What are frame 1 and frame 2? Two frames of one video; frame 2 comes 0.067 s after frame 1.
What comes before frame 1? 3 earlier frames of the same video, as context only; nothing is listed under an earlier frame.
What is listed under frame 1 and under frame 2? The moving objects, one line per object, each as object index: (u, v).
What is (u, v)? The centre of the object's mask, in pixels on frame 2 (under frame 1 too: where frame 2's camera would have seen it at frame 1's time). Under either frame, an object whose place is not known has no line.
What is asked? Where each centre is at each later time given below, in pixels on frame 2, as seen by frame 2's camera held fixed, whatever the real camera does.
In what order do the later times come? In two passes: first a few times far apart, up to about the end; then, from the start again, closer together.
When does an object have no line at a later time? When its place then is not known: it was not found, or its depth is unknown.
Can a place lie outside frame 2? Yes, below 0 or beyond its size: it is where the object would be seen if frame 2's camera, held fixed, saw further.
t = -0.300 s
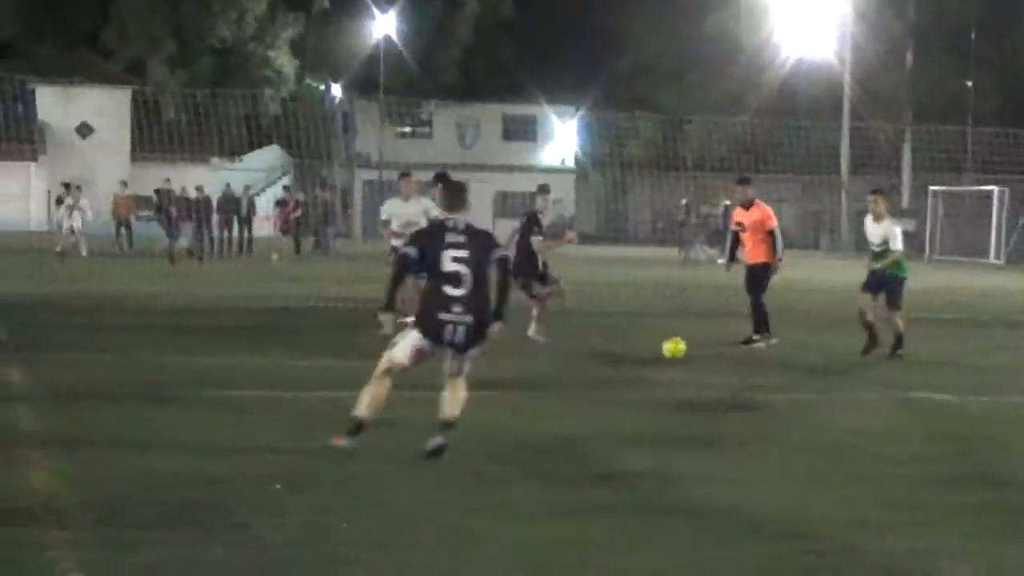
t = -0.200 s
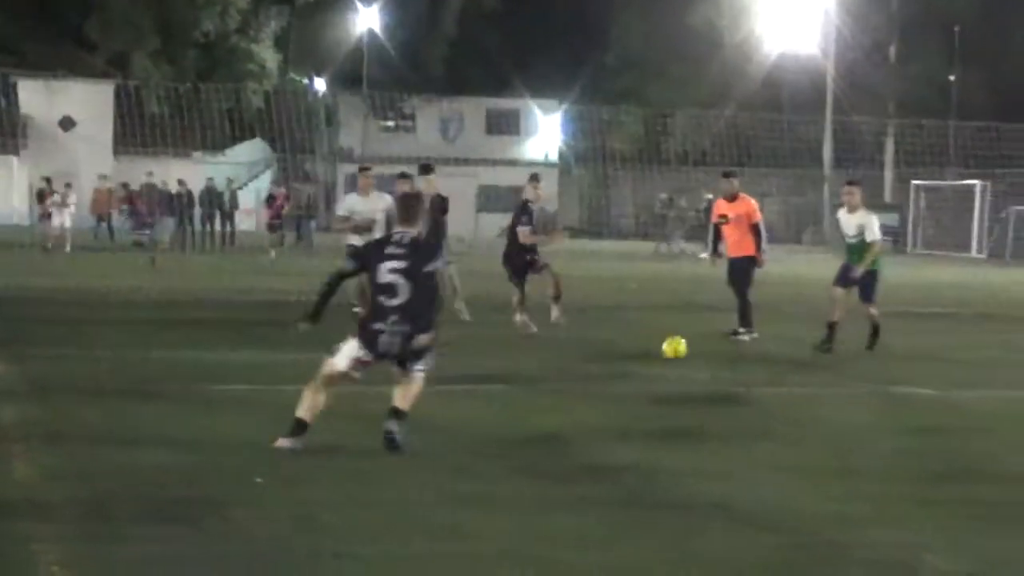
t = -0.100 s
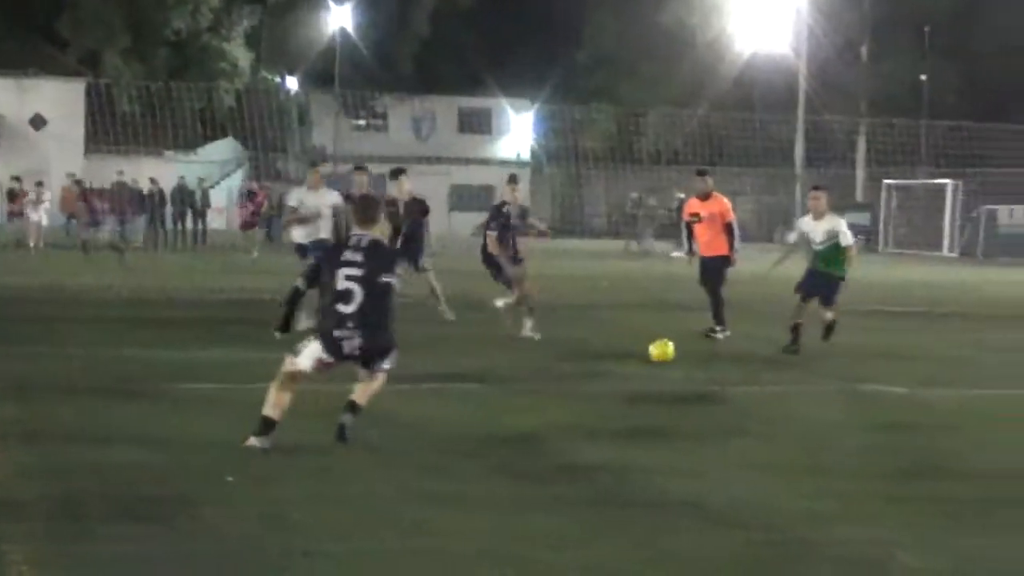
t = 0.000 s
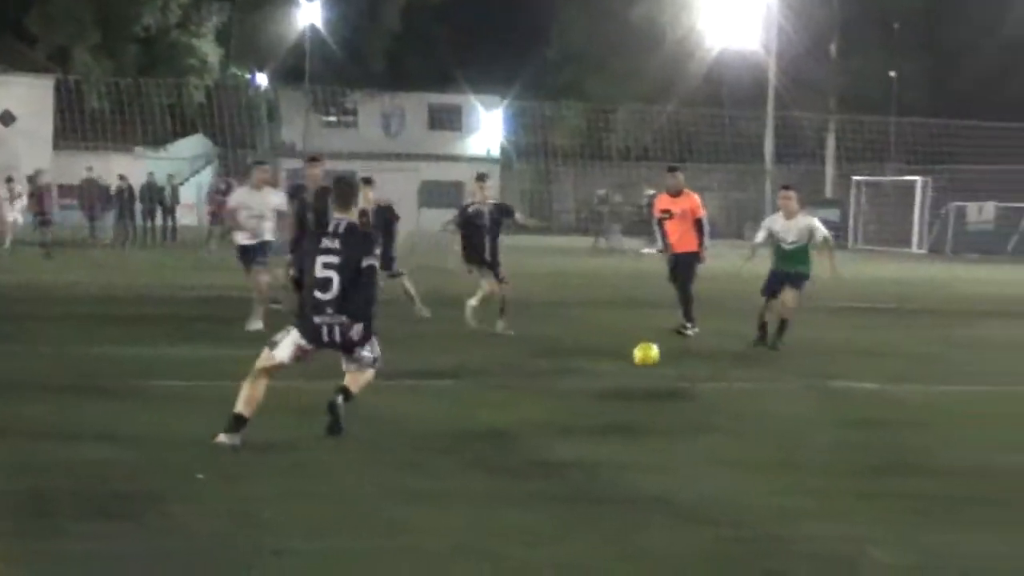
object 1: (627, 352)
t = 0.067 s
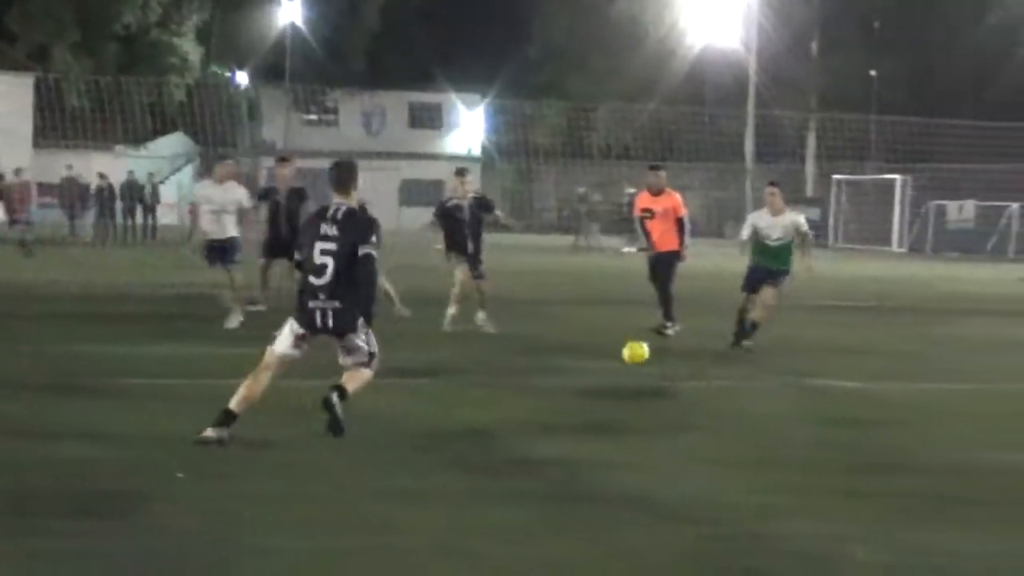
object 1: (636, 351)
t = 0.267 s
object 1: (662, 365)
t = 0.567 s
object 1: (713, 380)
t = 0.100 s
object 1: (640, 354)
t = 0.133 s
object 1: (644, 358)
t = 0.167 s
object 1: (649, 358)
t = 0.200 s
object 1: (654, 361)
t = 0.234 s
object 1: (657, 364)
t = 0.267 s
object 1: (662, 365)
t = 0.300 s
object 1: (669, 367)
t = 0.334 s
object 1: (674, 368)
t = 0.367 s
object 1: (679, 369)
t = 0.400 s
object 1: (685, 371)
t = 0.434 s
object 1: (691, 374)
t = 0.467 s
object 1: (696, 374)
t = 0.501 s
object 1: (702, 374)
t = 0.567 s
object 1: (713, 380)
